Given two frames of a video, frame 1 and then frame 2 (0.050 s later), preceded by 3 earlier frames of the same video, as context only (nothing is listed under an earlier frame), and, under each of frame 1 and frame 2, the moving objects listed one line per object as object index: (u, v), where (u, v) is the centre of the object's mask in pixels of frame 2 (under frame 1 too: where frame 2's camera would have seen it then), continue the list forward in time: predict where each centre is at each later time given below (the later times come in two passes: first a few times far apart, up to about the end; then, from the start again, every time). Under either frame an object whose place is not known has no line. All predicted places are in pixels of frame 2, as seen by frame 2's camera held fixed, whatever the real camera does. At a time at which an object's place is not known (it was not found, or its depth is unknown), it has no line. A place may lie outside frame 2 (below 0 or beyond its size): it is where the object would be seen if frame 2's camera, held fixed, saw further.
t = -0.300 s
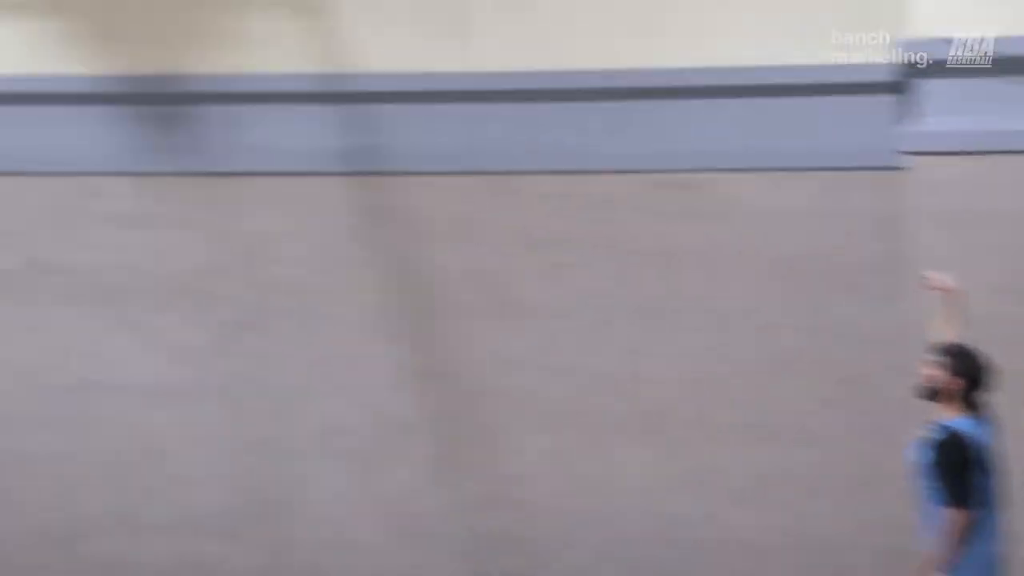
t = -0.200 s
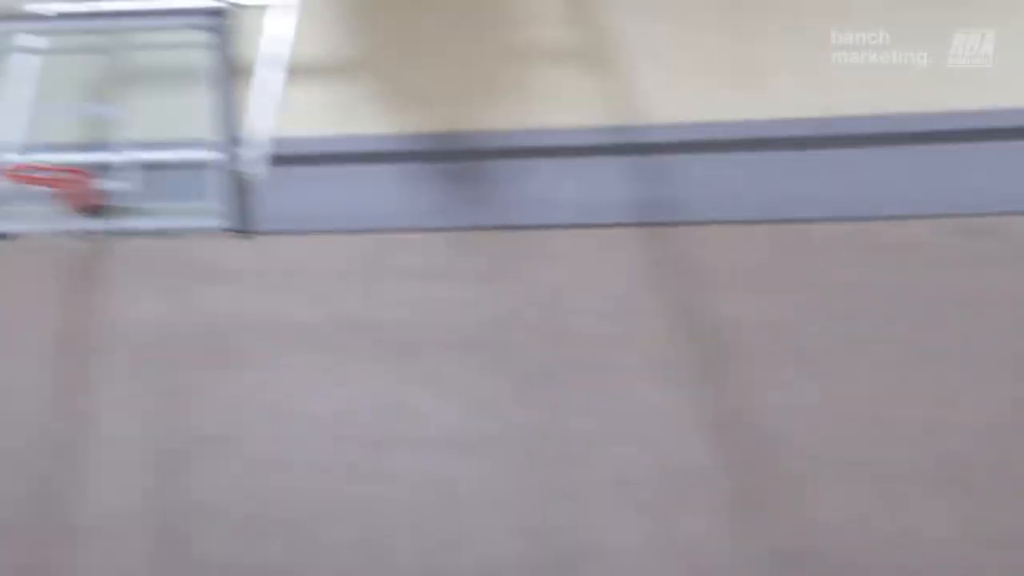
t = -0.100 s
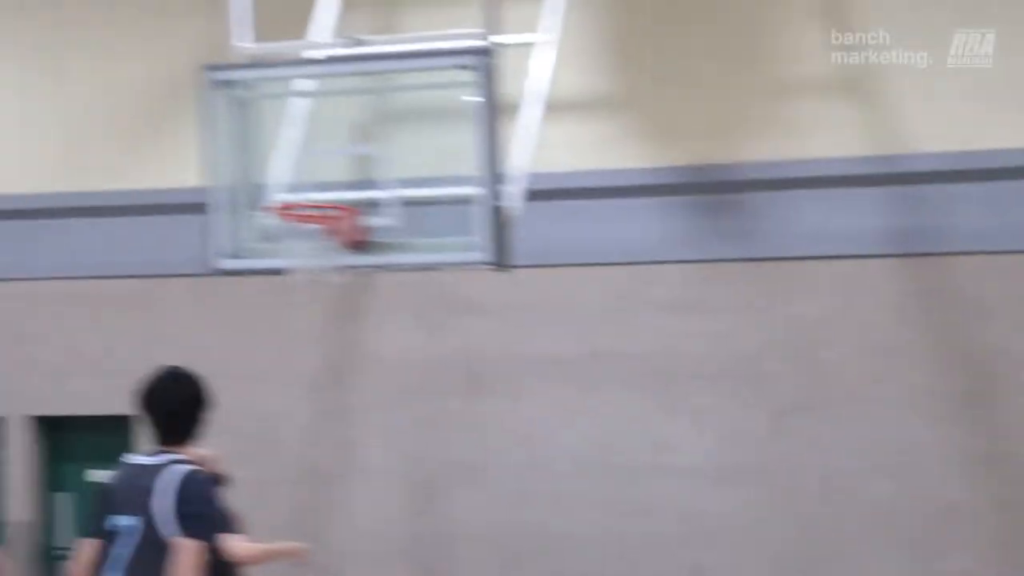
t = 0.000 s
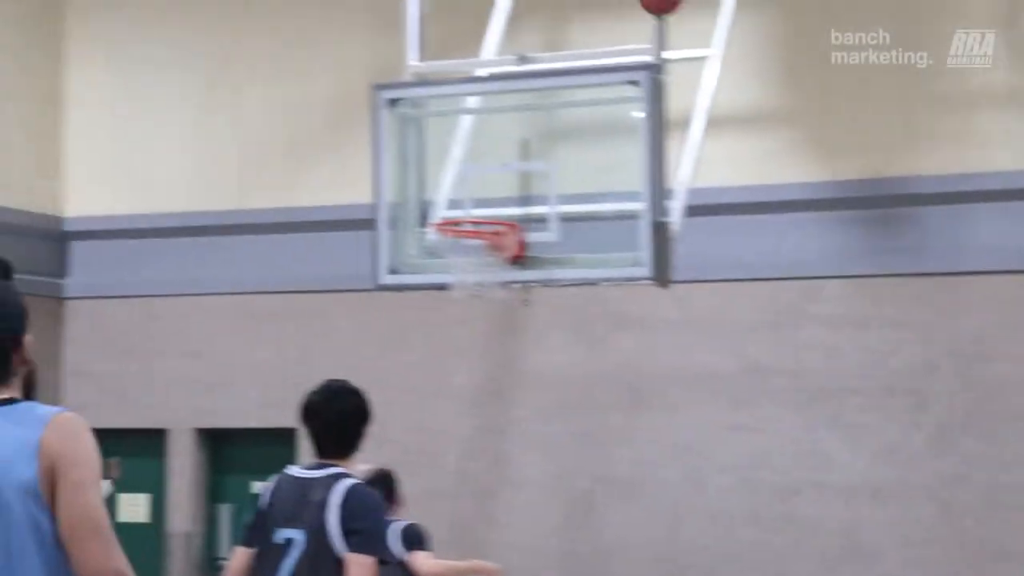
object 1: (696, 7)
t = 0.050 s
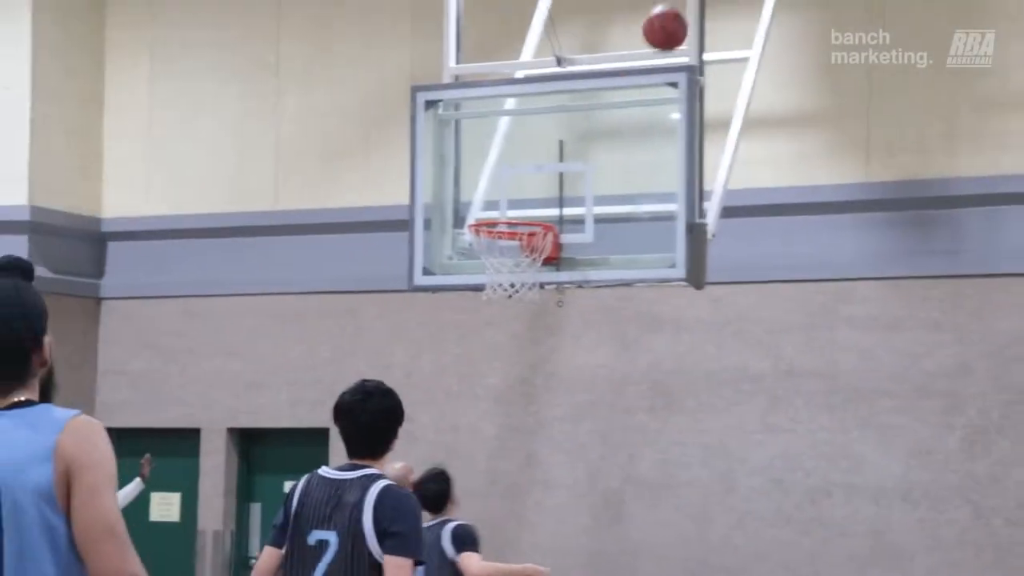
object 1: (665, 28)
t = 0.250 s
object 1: (534, 198)
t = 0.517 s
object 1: (496, 251)
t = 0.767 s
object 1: (525, 335)
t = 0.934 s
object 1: (542, 447)
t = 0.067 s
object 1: (654, 41)
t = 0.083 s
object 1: (643, 55)
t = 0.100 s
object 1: (632, 68)
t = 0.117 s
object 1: (621, 81)
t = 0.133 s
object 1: (610, 94)
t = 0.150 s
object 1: (599, 109)
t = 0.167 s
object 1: (588, 123)
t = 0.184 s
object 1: (578, 137)
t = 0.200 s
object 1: (566, 152)
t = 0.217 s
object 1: (555, 167)
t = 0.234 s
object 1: (545, 183)
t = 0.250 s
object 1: (534, 198)
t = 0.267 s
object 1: (522, 209)
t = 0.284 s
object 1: (510, 227)
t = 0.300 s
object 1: (507, 240)
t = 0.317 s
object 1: (502, 244)
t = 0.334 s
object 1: (492, 252)
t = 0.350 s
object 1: (487, 255)
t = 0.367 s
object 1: (485, 257)
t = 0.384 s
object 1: (485, 253)
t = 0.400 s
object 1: (485, 249)
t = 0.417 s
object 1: (487, 246)
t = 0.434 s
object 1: (488, 245)
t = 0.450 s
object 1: (488, 246)
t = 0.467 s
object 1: (490, 247)
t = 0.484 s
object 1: (491, 248)
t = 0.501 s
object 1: (493, 250)
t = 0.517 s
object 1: (496, 251)
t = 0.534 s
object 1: (498, 255)
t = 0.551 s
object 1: (499, 259)
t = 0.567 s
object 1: (501, 264)
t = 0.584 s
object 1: (504, 267)
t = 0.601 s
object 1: (506, 270)
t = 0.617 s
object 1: (507, 275)
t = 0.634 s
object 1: (509, 280)
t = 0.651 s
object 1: (511, 287)
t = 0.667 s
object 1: (513, 291)
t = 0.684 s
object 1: (515, 298)
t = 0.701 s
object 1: (517, 304)
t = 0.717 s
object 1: (519, 313)
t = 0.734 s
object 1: (521, 319)
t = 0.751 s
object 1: (523, 326)
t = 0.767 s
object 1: (525, 335)
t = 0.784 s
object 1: (526, 344)
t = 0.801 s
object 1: (528, 354)
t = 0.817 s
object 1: (530, 363)
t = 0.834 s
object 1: (532, 374)
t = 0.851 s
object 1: (533, 385)
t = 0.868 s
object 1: (535, 396)
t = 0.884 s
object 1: (537, 408)
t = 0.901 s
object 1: (538, 421)
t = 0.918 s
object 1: (540, 434)
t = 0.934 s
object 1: (542, 447)
